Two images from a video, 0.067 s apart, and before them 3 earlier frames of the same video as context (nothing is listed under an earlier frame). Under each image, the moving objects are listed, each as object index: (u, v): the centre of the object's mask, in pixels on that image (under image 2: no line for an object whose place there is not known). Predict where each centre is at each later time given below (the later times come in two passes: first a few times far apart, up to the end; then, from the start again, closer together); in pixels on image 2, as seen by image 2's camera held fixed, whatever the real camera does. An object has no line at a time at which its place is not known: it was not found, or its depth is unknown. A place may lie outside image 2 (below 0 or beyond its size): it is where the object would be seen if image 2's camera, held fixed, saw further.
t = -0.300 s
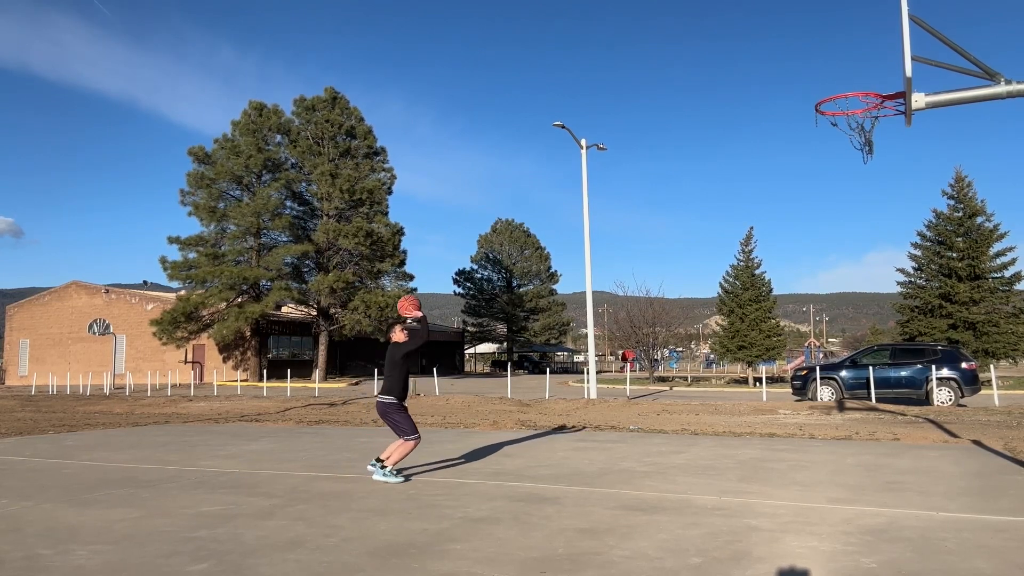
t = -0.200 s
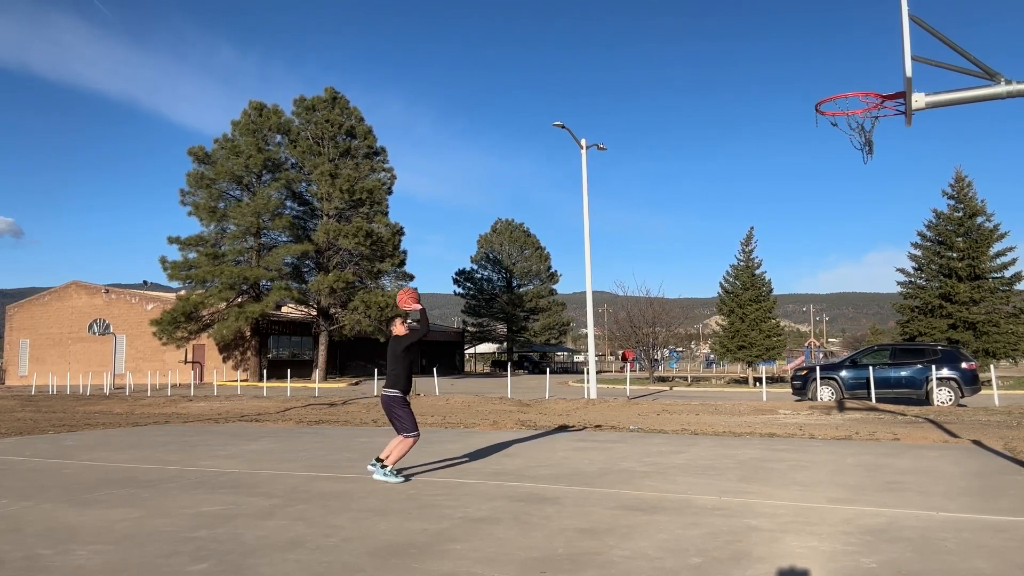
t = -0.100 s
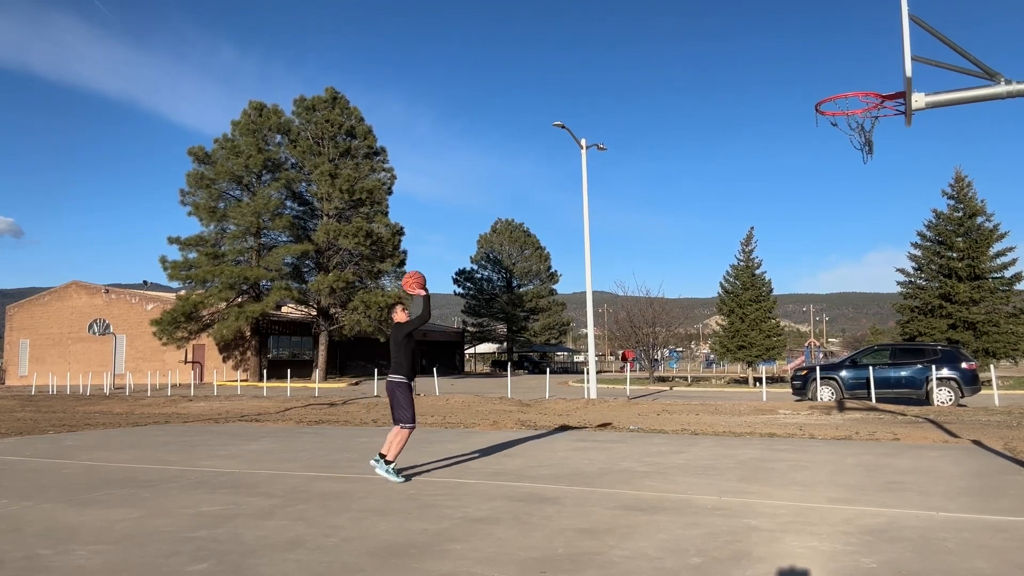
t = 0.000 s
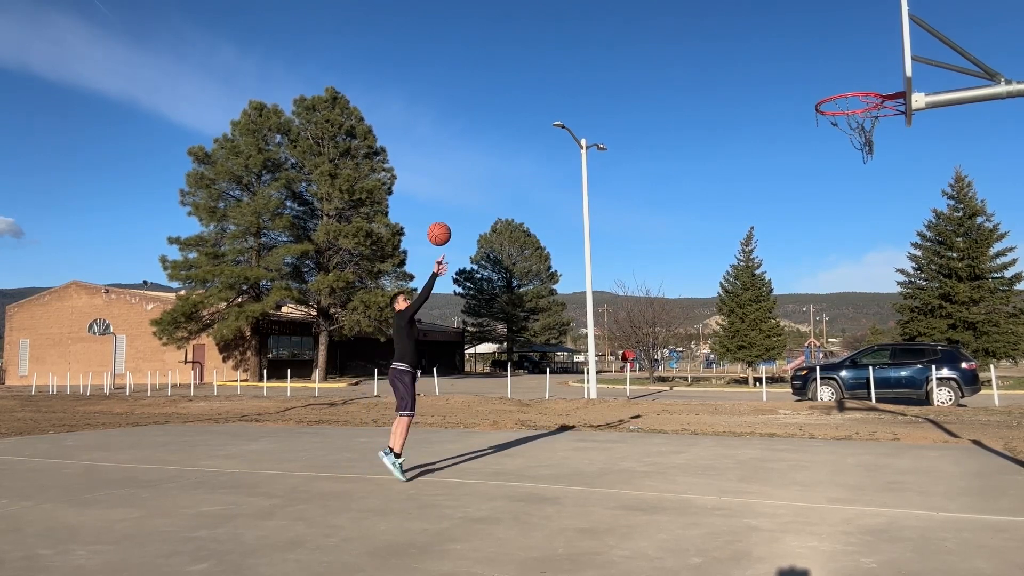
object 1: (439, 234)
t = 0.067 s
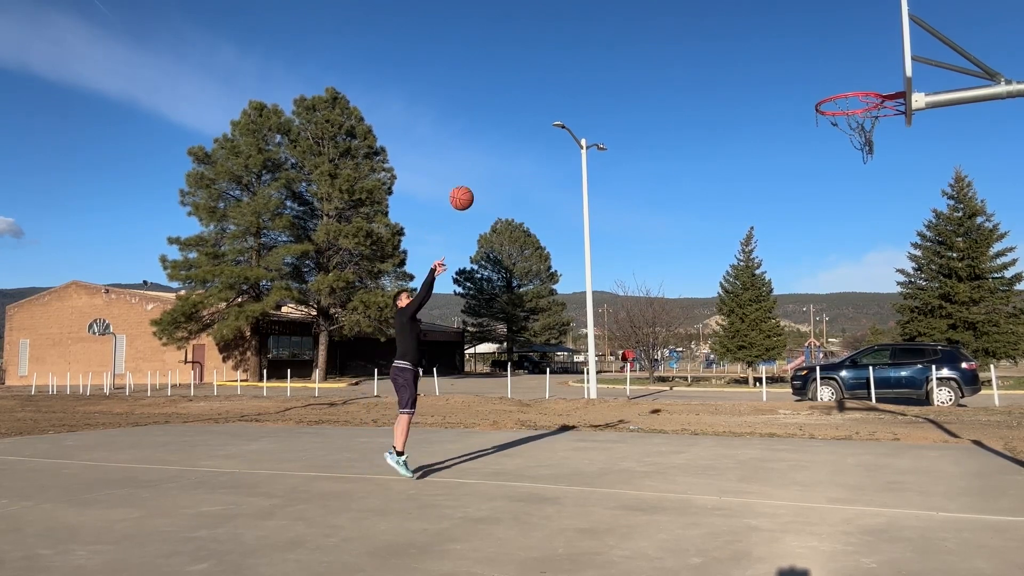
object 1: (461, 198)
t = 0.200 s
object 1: (508, 138)
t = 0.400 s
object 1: (584, 76)
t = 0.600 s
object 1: (668, 53)
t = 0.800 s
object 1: (763, 72)
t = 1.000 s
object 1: (808, 78)
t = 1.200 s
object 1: (795, 59)
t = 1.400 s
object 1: (785, 84)
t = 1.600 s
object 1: (779, 145)
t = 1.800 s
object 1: (775, 238)
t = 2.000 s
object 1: (775, 362)
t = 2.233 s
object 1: (775, 397)
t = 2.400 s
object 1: (773, 319)
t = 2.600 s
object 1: (773, 265)
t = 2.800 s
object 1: (776, 248)
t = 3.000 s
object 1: (780, 265)
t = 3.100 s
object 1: (783, 285)
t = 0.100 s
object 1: (473, 182)
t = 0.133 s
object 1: (484, 166)
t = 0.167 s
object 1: (496, 152)
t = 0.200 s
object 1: (508, 138)
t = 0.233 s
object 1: (520, 125)
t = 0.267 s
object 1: (533, 113)
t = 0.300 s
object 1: (545, 102)
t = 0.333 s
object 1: (558, 93)
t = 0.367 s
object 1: (571, 84)
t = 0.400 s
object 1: (584, 76)
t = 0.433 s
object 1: (598, 69)
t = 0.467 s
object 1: (612, 64)
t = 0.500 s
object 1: (625, 59)
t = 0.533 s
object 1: (640, 56)
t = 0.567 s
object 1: (654, 53)
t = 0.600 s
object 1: (668, 53)
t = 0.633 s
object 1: (684, 53)
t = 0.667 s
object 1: (699, 54)
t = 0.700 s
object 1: (714, 57)
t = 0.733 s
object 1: (730, 60)
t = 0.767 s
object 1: (746, 66)
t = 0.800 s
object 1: (763, 72)
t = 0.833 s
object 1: (779, 80)
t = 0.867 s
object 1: (796, 90)
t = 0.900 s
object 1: (814, 100)
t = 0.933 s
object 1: (813, 94)
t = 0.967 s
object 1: (811, 85)
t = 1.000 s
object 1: (808, 78)
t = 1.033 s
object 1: (806, 72)
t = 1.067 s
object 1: (803, 66)
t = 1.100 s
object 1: (801, 63)
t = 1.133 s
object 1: (799, 61)
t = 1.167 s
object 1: (797, 59)
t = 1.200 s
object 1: (795, 59)
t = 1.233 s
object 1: (793, 61)
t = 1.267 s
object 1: (791, 63)
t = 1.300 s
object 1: (789, 67)
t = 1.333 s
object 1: (788, 71)
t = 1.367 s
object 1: (787, 77)
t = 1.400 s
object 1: (785, 84)
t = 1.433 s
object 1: (784, 91)
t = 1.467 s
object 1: (783, 100)
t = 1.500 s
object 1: (781, 110)
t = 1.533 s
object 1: (781, 121)
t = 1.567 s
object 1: (779, 133)
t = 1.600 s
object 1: (779, 145)
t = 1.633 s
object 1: (778, 159)
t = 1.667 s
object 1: (777, 173)
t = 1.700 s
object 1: (777, 188)
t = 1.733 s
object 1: (776, 204)
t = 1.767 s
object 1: (776, 221)
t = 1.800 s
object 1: (775, 238)
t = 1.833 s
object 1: (775, 257)
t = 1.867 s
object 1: (775, 276)
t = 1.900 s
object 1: (775, 296)
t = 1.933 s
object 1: (775, 317)
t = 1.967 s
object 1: (776, 339)
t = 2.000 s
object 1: (775, 362)
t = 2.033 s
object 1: (776, 386)
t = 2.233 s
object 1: (775, 397)
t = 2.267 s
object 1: (774, 378)
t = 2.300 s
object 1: (774, 362)
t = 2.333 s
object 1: (773, 346)
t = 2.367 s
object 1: (773, 331)
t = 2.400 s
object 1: (773, 319)
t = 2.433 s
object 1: (774, 307)
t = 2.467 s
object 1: (773, 296)
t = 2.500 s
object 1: (773, 287)
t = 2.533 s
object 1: (773, 279)
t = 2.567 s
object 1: (773, 272)
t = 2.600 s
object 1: (773, 265)
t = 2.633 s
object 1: (774, 260)
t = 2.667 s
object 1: (774, 256)
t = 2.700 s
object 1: (774, 252)
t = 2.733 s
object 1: (775, 250)
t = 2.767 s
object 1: (776, 249)
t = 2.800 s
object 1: (776, 248)
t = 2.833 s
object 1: (777, 249)
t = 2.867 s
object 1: (777, 250)
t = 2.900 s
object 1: (778, 253)
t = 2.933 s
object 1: (779, 256)
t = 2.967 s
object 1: (780, 260)
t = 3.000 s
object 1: (780, 265)
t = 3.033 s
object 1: (781, 271)
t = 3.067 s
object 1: (782, 278)
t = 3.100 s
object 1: (783, 285)
